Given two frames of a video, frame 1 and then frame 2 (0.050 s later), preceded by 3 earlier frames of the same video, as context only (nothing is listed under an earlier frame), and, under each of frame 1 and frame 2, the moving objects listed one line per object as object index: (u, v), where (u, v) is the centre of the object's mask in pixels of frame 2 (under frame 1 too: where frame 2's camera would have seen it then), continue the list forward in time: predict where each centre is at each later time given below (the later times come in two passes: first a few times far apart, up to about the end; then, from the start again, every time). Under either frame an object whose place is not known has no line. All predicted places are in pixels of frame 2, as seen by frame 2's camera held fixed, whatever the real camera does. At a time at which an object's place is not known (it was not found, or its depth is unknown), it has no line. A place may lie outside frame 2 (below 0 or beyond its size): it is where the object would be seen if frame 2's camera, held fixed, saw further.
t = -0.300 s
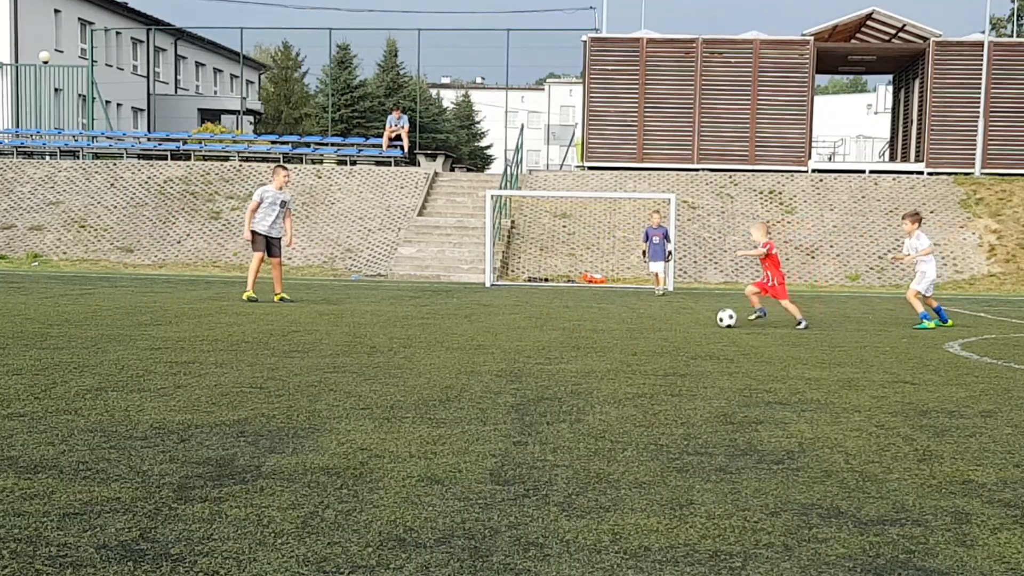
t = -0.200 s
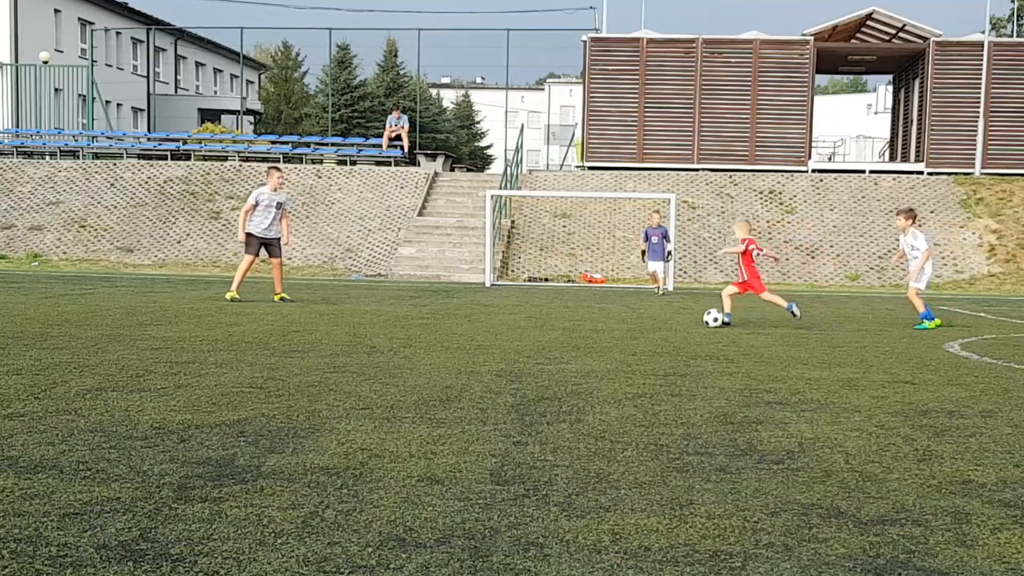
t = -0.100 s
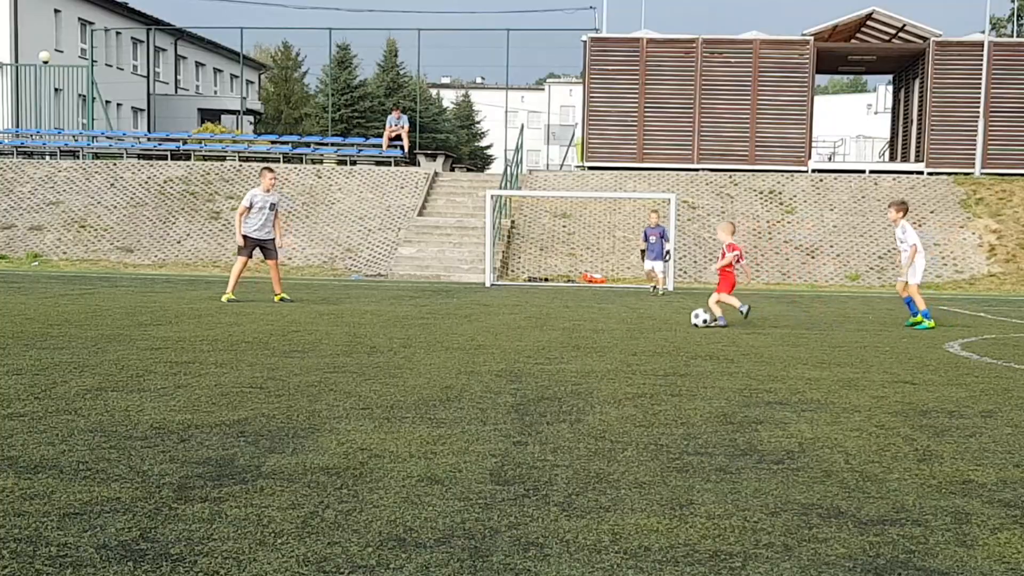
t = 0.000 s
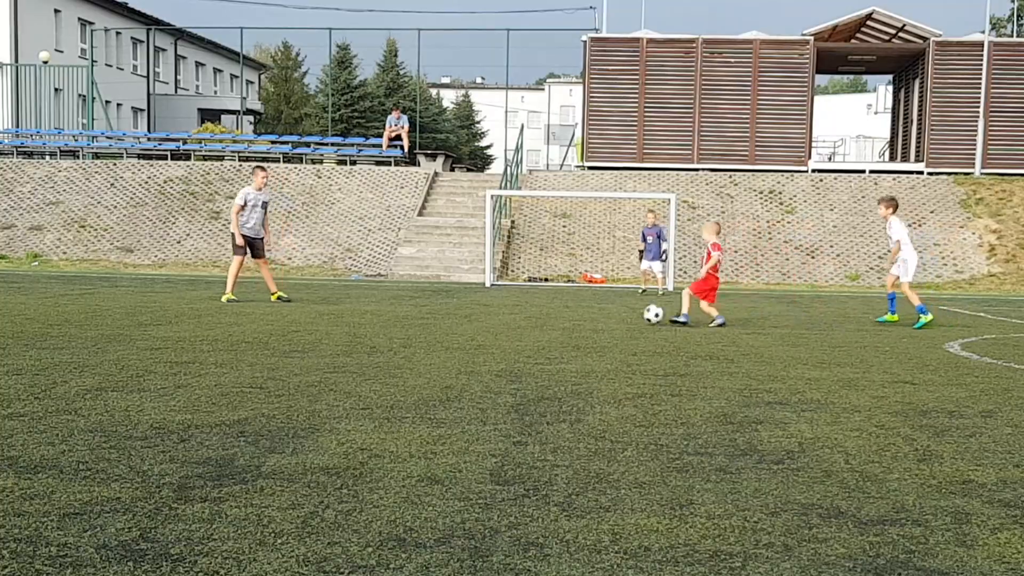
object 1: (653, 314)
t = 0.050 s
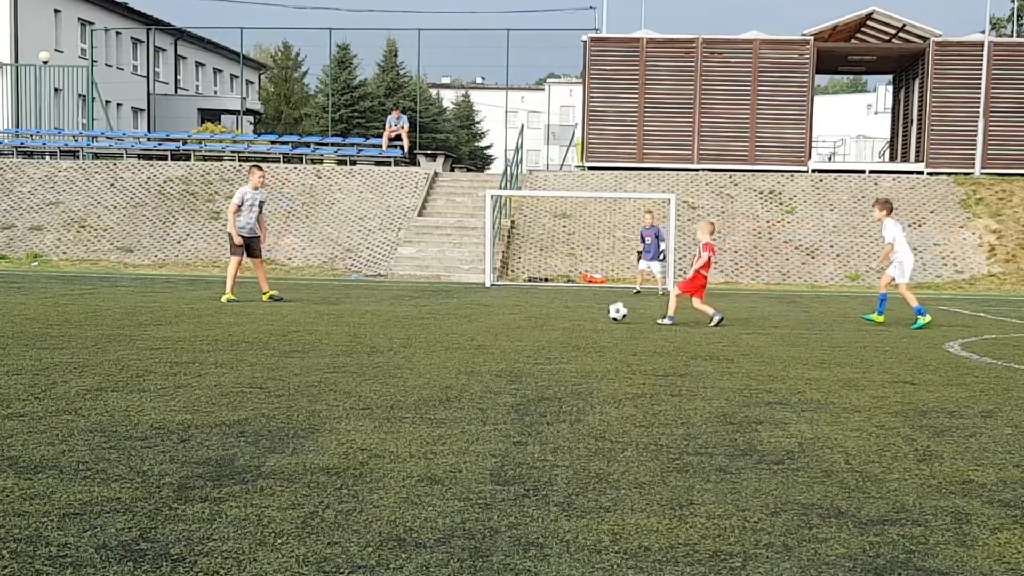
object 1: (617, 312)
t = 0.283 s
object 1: (480, 304)
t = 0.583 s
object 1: (359, 297)
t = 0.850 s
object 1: (273, 296)
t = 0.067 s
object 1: (606, 311)
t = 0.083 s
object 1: (594, 311)
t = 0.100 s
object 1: (582, 311)
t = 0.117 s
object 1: (571, 312)
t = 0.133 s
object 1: (561, 311)
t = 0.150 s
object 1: (552, 310)
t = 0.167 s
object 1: (542, 308)
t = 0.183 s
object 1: (533, 307)
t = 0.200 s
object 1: (524, 305)
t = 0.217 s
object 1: (515, 305)
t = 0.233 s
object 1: (507, 304)
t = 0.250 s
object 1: (498, 304)
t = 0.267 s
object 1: (489, 304)
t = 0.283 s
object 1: (480, 304)
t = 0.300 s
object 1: (471, 305)
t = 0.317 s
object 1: (463, 305)
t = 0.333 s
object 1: (456, 305)
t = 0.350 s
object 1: (448, 303)
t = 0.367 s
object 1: (442, 302)
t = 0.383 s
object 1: (435, 300)
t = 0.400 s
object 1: (429, 299)
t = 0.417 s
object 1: (422, 299)
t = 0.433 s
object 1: (415, 299)
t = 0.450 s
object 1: (408, 298)
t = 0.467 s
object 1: (402, 299)
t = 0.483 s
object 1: (395, 299)
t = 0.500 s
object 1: (389, 300)
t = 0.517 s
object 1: (383, 300)
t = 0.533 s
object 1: (377, 299)
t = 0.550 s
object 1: (371, 298)
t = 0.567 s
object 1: (366, 297)
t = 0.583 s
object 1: (359, 297)
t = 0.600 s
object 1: (354, 297)
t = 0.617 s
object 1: (348, 297)
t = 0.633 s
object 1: (343, 298)
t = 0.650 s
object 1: (337, 298)
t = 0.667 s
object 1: (332, 298)
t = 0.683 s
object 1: (326, 298)
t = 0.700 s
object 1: (321, 297)
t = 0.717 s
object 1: (315, 296)
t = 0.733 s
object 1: (310, 296)
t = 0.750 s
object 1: (305, 296)
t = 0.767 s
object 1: (299, 296)
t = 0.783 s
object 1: (294, 296)
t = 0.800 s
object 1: (289, 296)
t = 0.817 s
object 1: (284, 295)
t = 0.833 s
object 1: (279, 295)
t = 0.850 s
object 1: (273, 296)
